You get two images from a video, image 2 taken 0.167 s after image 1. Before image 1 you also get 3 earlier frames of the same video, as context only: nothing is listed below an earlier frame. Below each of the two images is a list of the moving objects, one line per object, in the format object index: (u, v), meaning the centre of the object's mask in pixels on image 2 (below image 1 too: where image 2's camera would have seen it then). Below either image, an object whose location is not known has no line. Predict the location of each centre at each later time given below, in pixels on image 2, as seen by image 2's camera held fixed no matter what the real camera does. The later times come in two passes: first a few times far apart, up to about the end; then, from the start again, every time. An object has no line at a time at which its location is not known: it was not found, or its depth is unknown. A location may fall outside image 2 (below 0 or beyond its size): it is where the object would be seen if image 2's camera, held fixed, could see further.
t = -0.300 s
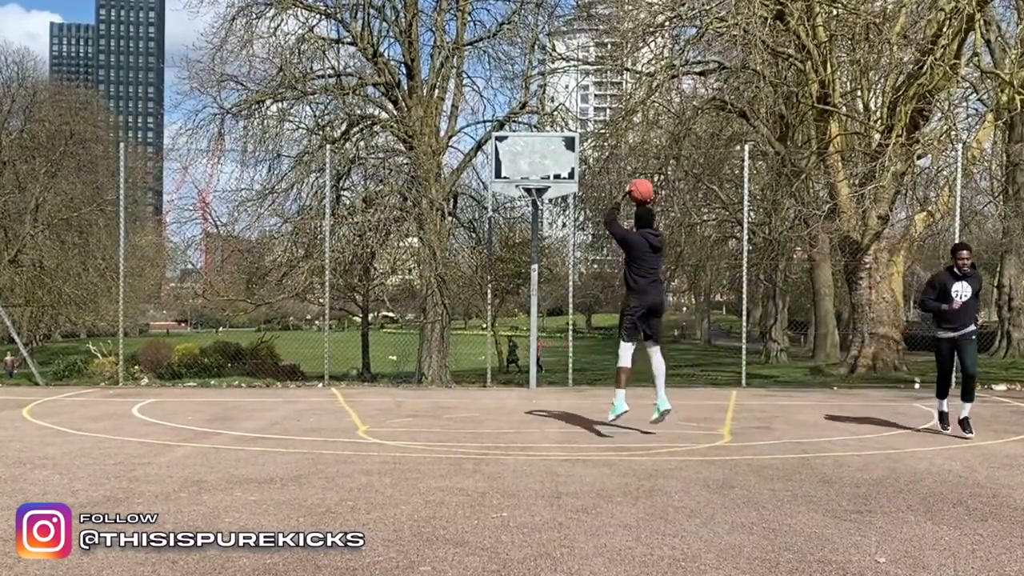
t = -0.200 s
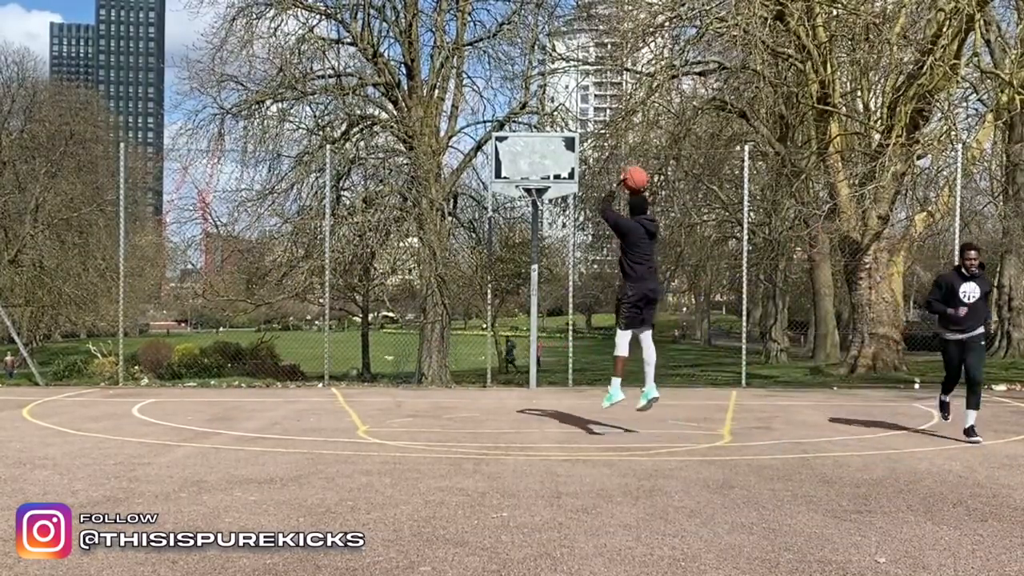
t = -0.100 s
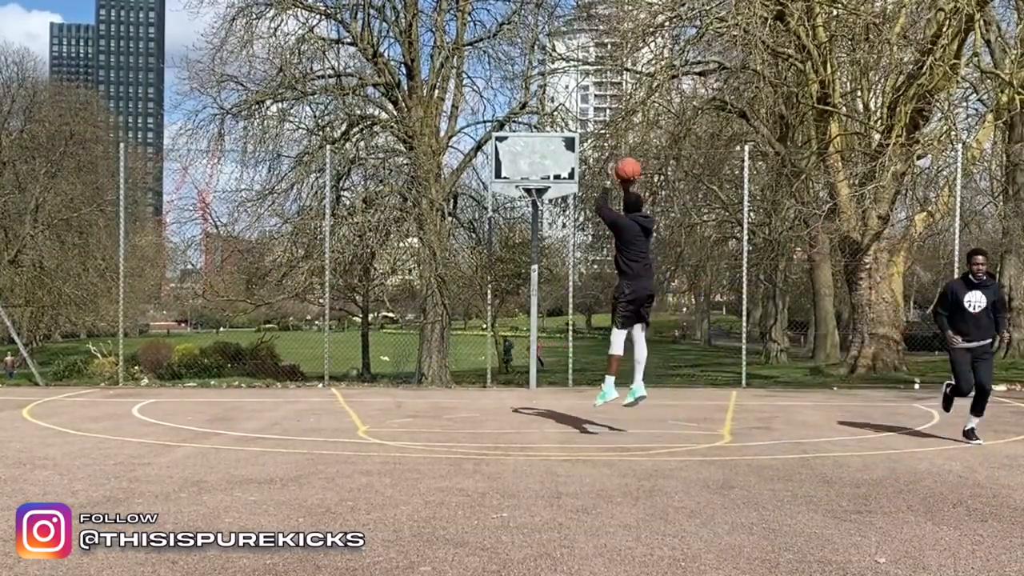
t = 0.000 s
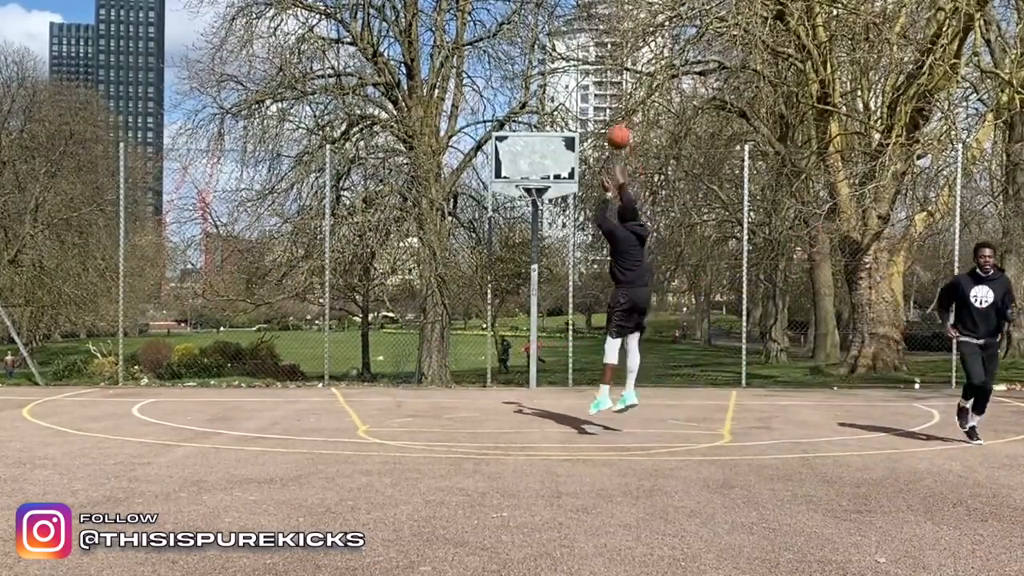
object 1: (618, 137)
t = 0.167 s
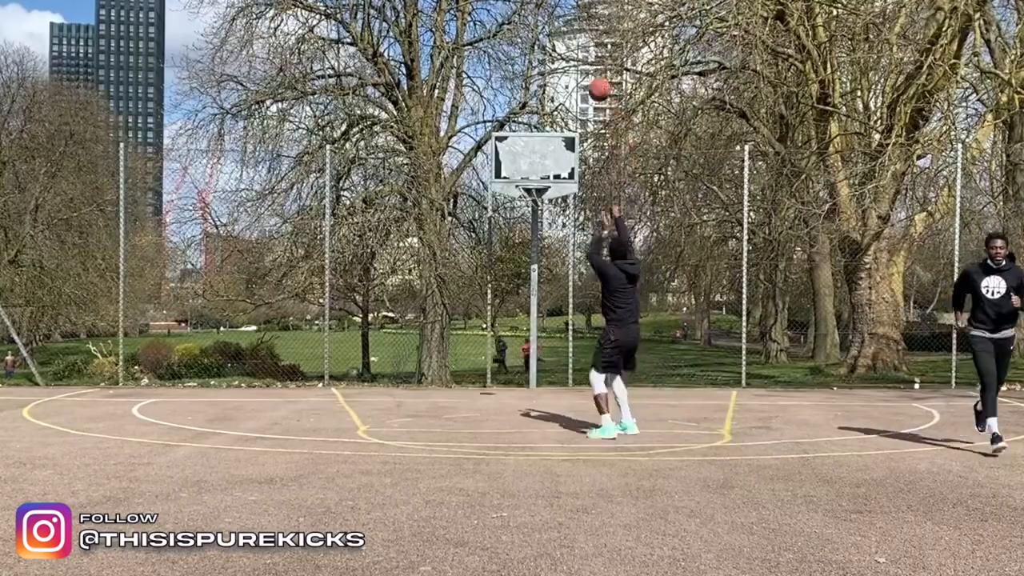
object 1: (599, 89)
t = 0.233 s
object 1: (592, 79)
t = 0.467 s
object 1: (575, 74)
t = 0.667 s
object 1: (555, 108)
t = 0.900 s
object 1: (540, 176)
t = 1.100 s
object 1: (518, 248)
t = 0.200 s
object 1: (596, 83)
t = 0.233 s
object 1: (592, 79)
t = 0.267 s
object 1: (590, 76)
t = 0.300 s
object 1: (586, 73)
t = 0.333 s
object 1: (583, 71)
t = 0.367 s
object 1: (580, 71)
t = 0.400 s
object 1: (579, 71)
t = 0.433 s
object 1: (577, 72)
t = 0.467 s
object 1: (575, 74)
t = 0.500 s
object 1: (569, 79)
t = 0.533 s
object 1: (566, 84)
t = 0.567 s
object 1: (563, 89)
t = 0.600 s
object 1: (560, 95)
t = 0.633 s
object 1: (558, 101)
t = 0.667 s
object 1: (555, 108)
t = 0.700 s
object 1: (553, 115)
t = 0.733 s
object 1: (551, 124)
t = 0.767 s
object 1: (548, 133)
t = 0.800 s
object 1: (546, 143)
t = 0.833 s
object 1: (544, 154)
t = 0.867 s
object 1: (542, 165)
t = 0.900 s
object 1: (540, 176)
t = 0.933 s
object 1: (538, 189)
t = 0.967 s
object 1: (535, 199)
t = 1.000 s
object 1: (530, 210)
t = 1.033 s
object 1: (526, 223)
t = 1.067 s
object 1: (522, 235)
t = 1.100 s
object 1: (518, 248)
